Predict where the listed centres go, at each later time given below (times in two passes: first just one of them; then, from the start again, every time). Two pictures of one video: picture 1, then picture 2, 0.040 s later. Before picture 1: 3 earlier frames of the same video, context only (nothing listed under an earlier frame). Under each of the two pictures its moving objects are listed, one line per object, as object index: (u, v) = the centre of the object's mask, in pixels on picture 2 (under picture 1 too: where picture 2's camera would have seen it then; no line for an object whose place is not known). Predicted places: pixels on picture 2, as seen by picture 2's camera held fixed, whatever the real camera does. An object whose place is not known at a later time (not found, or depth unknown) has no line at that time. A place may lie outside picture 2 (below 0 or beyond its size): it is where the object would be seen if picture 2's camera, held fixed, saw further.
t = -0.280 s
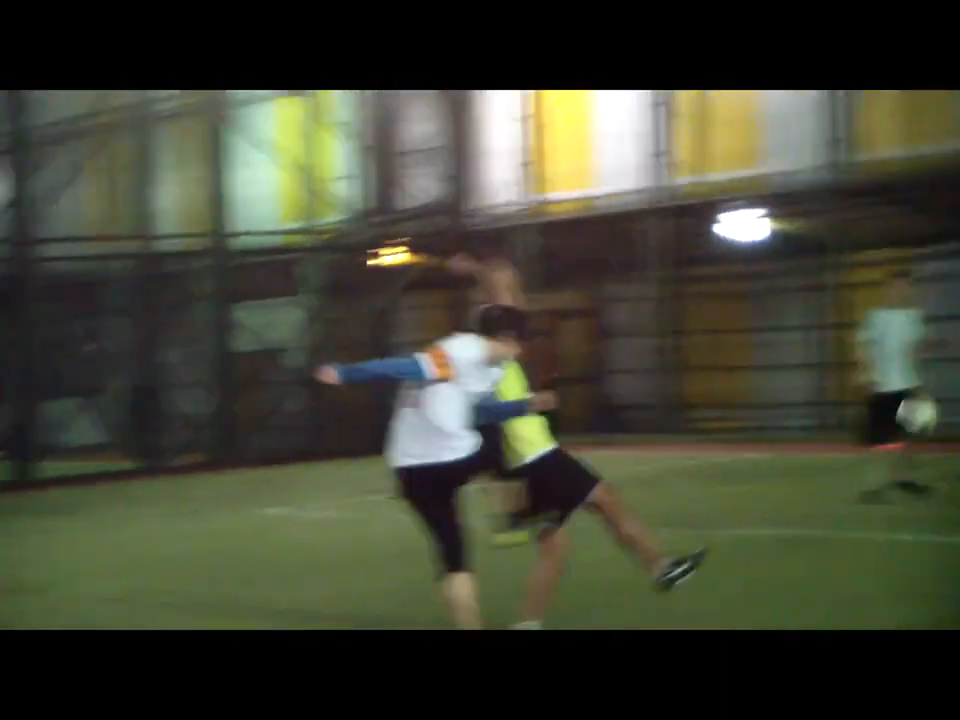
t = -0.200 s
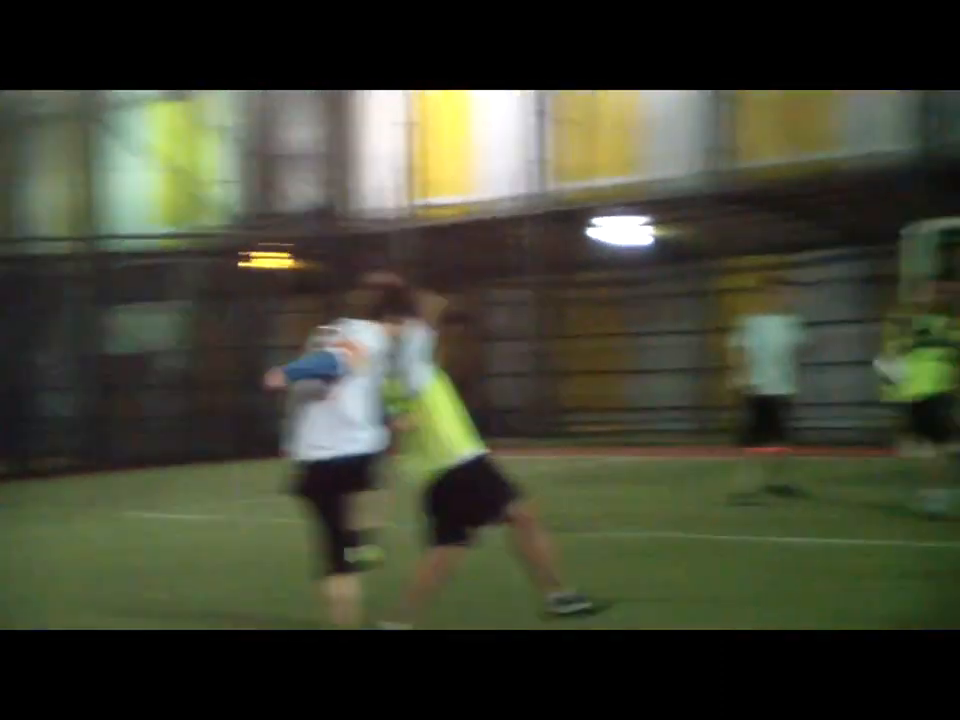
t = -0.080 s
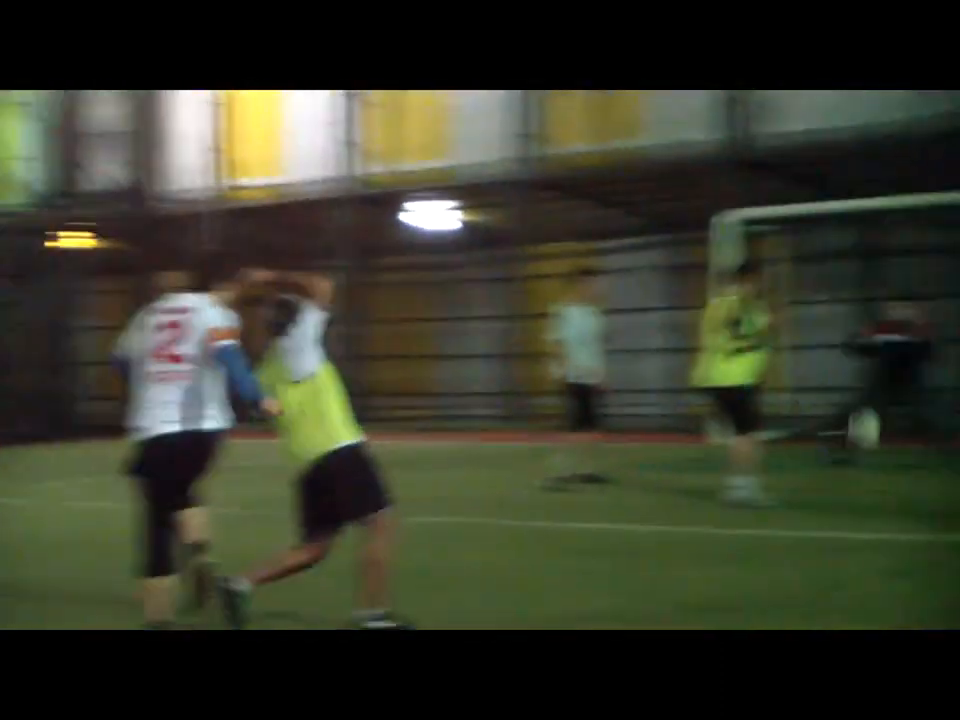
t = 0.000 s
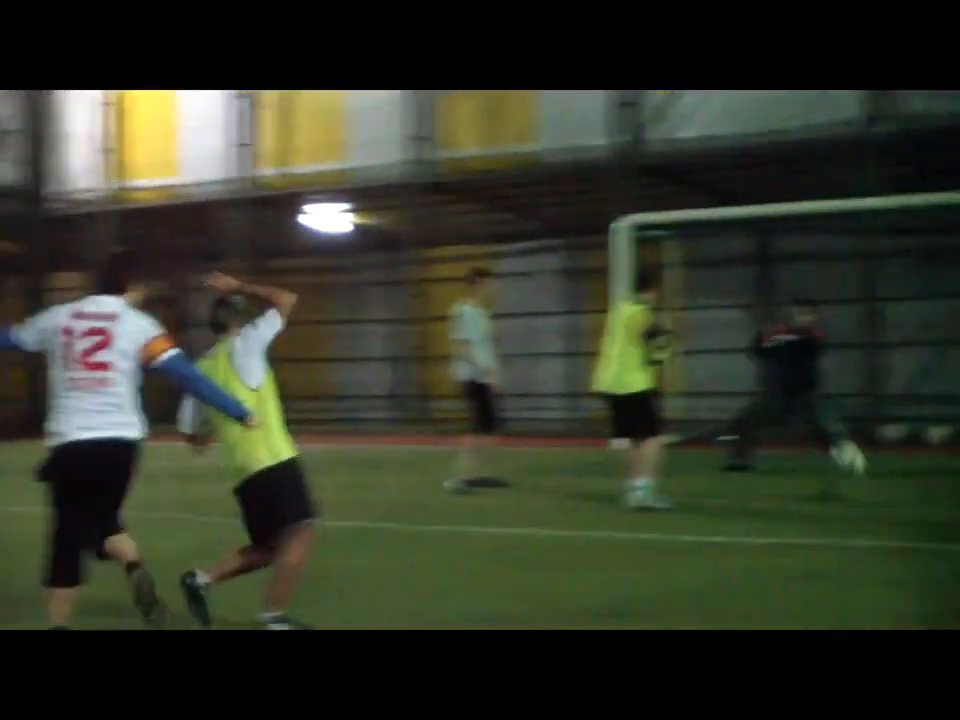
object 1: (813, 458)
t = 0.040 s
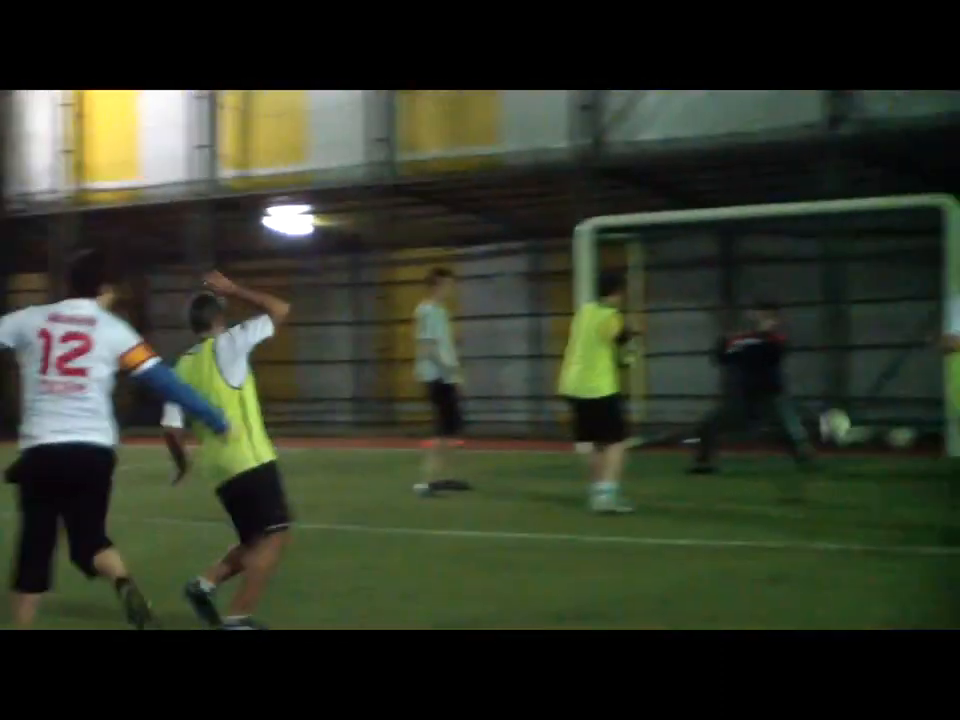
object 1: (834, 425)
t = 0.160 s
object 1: (905, 335)
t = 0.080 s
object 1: (859, 395)
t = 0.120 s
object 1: (882, 365)
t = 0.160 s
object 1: (905, 335)
